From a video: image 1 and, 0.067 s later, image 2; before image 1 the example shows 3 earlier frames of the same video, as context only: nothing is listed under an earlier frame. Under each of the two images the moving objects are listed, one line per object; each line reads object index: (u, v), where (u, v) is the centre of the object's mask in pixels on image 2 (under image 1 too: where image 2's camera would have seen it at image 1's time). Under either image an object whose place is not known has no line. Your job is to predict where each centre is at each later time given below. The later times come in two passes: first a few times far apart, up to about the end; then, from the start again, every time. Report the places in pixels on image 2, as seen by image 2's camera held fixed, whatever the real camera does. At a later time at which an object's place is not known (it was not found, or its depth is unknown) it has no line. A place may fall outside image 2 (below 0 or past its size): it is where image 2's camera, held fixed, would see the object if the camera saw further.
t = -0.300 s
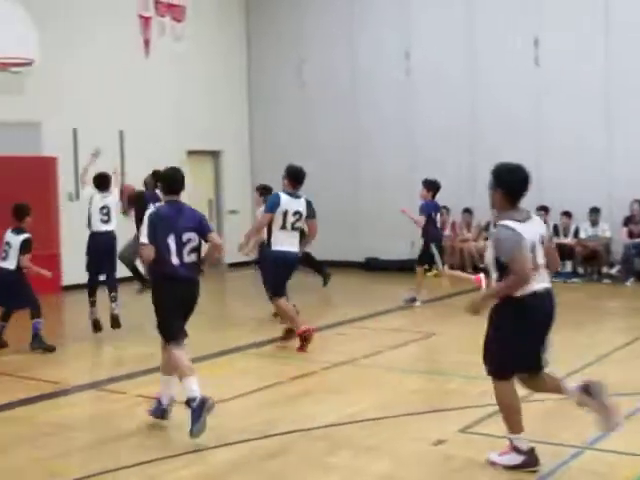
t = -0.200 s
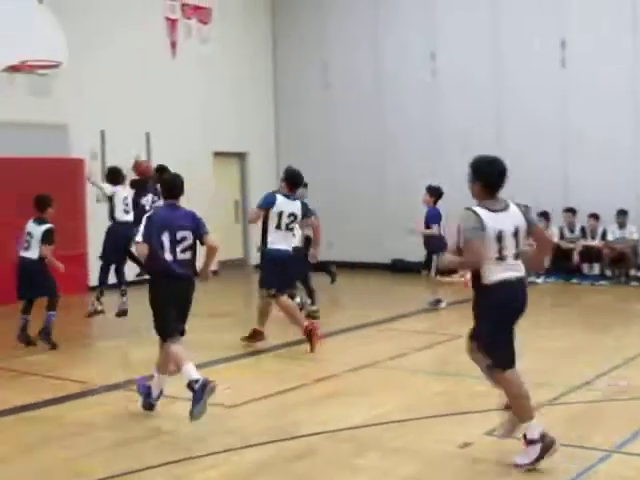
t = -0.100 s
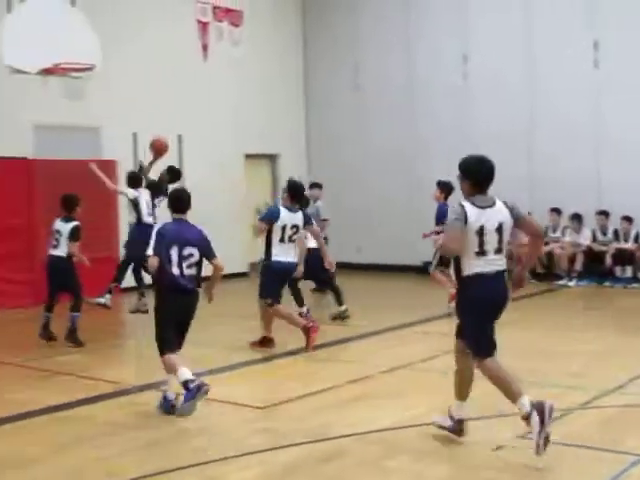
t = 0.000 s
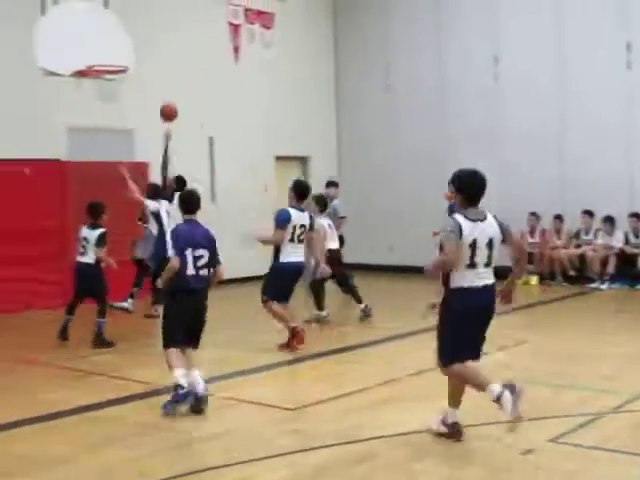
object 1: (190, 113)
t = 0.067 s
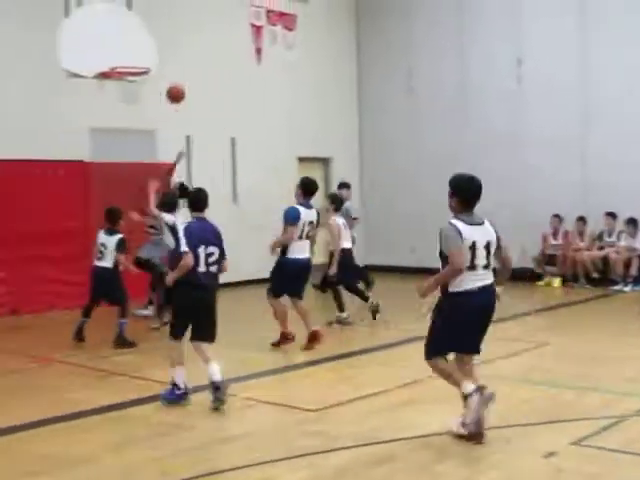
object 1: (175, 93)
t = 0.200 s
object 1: (146, 64)
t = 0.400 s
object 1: (137, 48)
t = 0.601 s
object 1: (134, 66)
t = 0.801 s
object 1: (127, 103)
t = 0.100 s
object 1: (168, 84)
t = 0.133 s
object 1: (160, 76)
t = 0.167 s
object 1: (155, 70)
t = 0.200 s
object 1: (146, 64)
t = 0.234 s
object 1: (139, 58)
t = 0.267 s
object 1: (138, 55)
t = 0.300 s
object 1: (138, 52)
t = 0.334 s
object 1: (137, 49)
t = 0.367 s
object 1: (137, 48)
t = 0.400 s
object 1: (137, 48)
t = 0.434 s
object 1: (136, 49)
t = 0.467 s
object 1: (136, 50)
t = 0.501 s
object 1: (135, 53)
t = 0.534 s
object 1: (135, 57)
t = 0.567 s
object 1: (135, 62)
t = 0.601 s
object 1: (134, 66)
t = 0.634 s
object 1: (133, 73)
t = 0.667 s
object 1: (131, 79)
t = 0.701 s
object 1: (130, 87)
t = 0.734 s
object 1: (128, 94)
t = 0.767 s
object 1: (127, 100)
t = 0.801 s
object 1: (127, 103)
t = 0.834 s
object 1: (127, 108)
